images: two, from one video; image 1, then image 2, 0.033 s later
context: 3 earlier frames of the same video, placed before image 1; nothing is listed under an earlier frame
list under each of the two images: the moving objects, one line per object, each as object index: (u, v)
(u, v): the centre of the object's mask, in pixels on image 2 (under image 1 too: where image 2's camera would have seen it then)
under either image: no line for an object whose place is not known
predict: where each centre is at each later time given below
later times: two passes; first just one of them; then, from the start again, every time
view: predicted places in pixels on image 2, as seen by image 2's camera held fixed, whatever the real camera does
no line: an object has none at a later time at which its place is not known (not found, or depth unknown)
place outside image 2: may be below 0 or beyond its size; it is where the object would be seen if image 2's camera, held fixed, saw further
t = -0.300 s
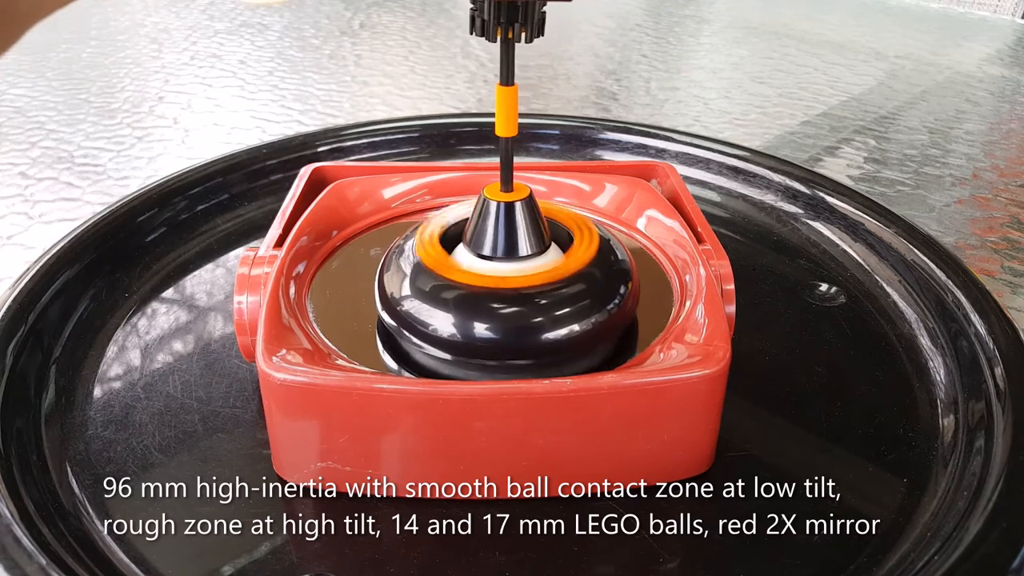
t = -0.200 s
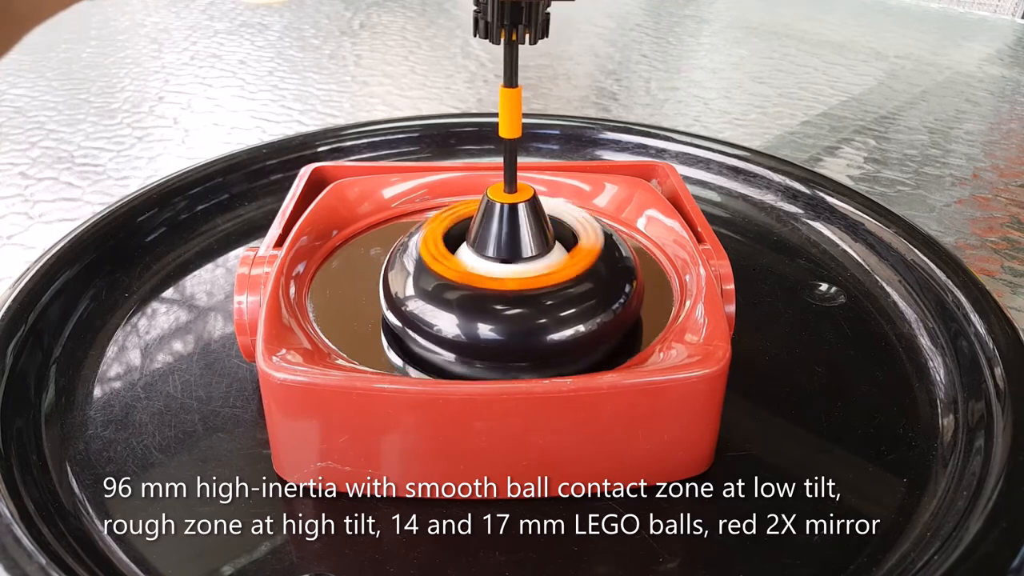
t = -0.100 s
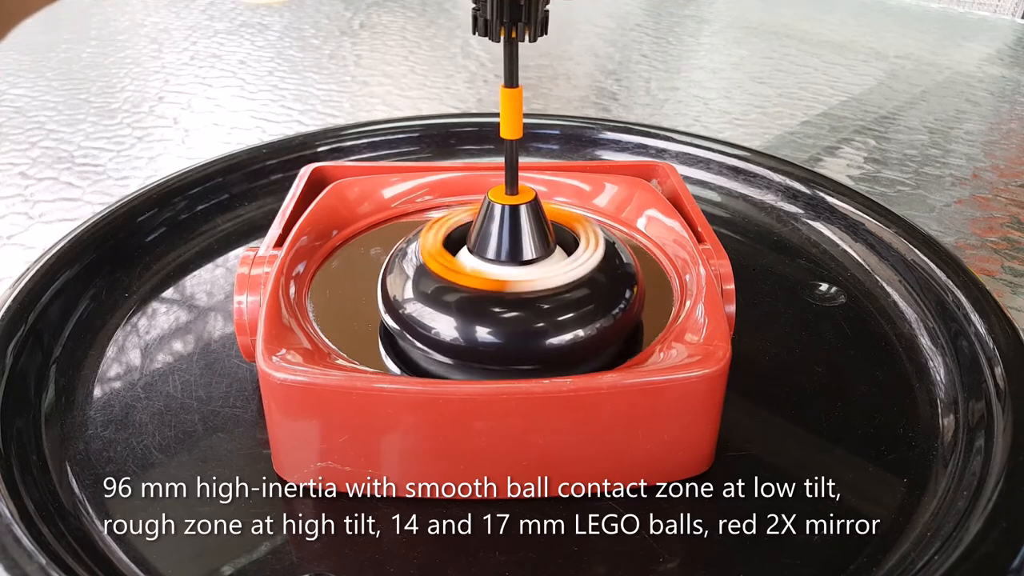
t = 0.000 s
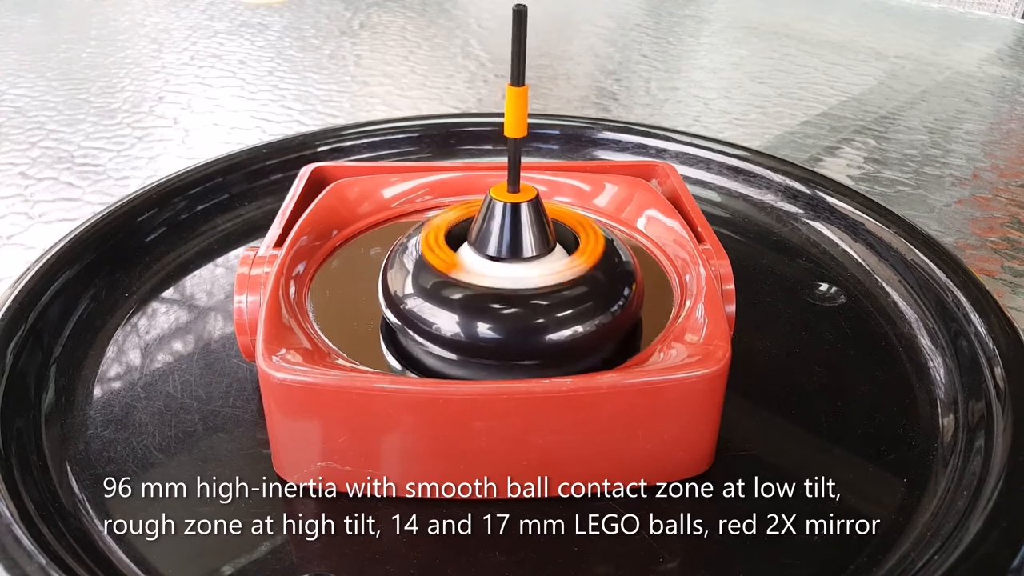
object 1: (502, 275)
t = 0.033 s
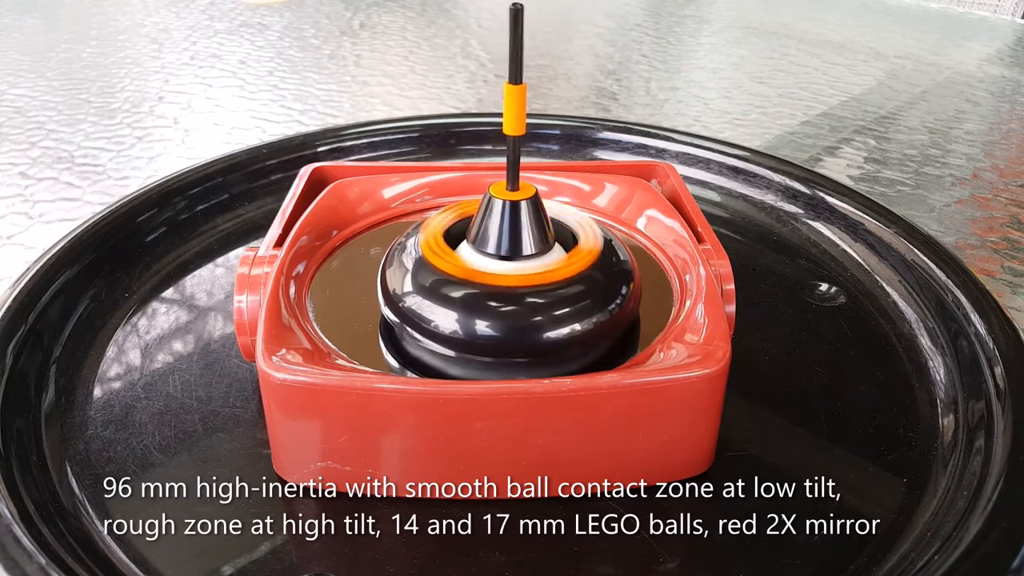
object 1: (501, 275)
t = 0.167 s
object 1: (491, 270)
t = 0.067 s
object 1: (499, 274)
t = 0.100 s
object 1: (498, 274)
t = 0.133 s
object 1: (497, 272)
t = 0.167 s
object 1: (491, 270)
